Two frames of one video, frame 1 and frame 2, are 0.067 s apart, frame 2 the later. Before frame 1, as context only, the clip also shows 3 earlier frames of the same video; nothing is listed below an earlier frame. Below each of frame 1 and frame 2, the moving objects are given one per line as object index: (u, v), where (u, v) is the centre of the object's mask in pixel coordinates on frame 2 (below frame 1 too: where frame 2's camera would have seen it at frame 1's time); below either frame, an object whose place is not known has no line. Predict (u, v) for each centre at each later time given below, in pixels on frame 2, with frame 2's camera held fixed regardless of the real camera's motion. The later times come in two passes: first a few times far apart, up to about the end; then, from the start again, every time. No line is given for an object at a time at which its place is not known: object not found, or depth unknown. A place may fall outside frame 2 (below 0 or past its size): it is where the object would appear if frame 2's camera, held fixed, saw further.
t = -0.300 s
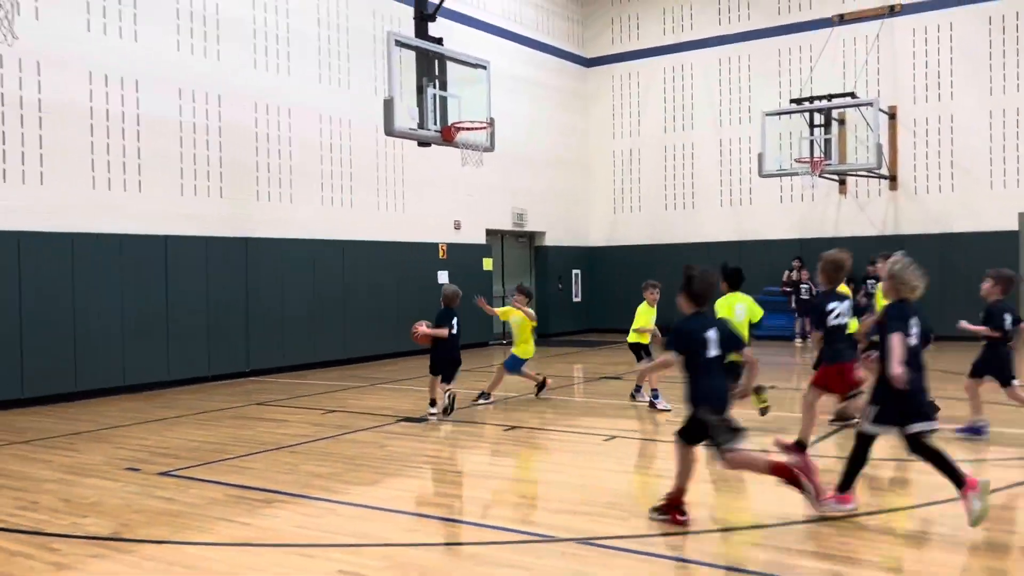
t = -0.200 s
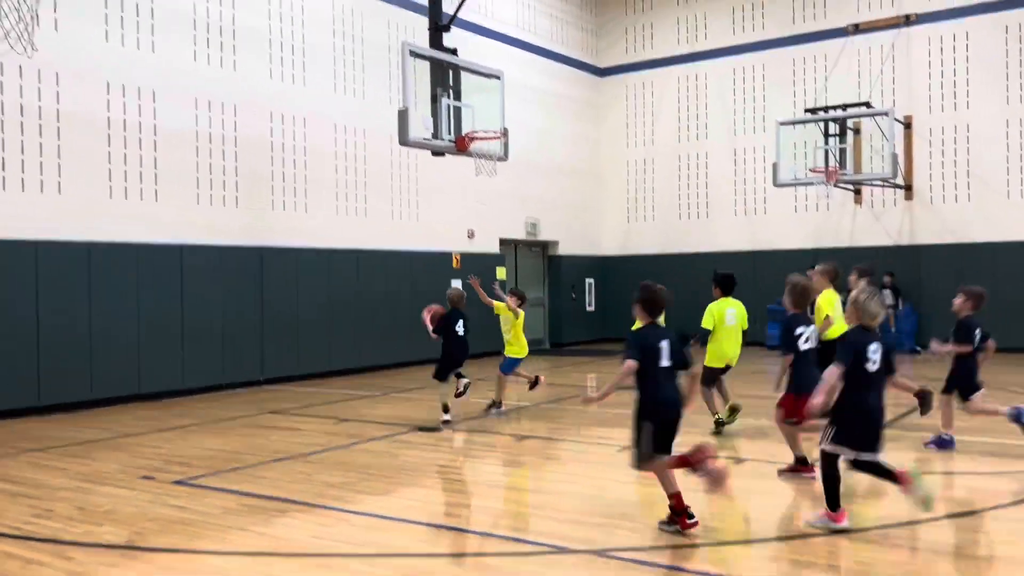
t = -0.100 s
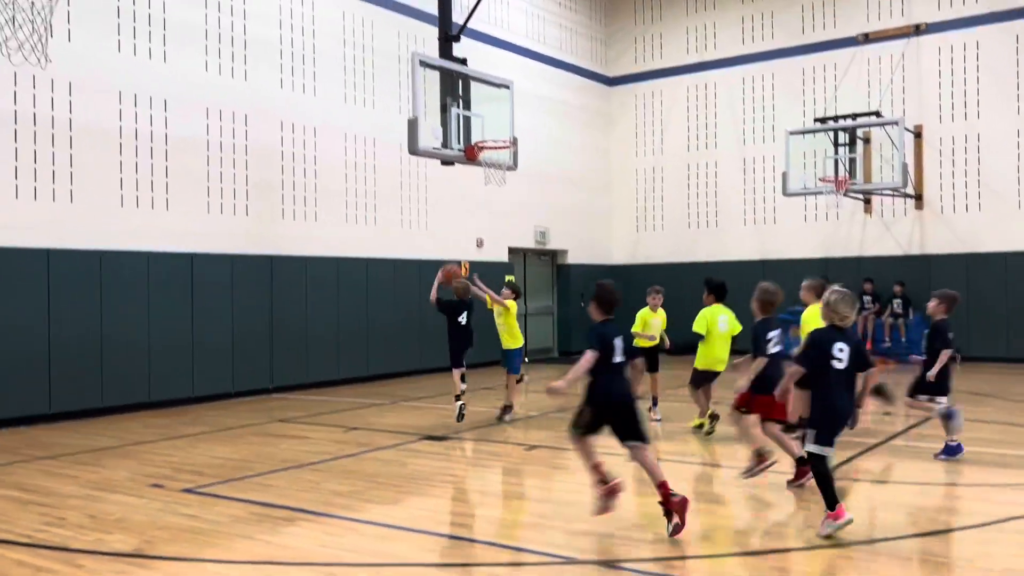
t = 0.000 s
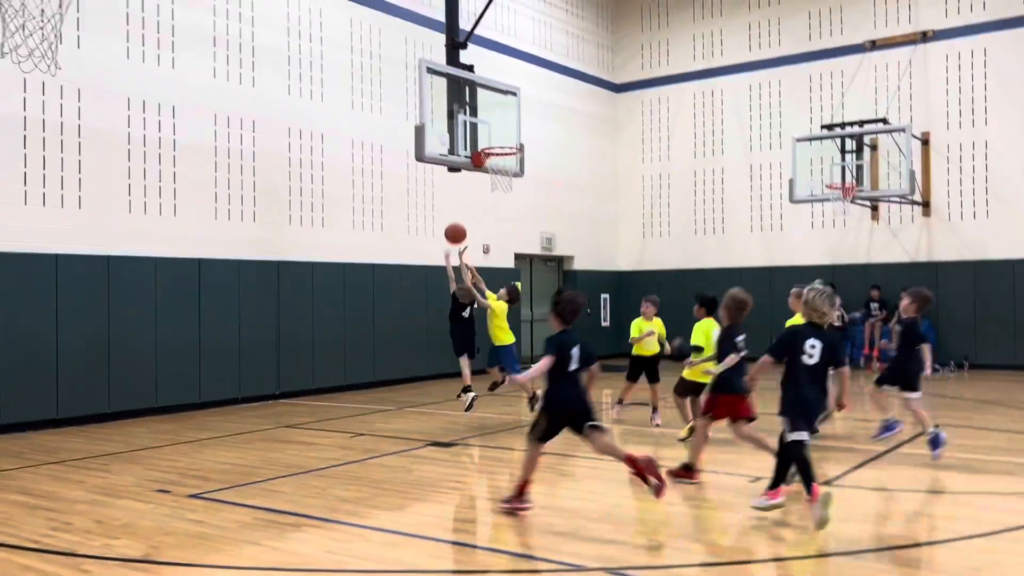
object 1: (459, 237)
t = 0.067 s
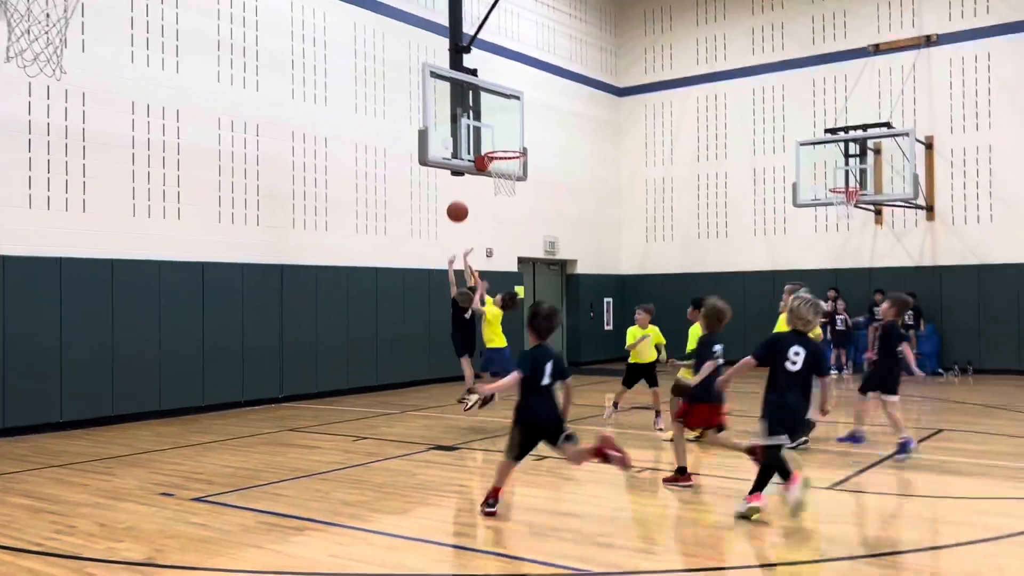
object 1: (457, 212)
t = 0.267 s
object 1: (455, 164)
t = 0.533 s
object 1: (484, 181)
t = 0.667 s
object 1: (499, 213)
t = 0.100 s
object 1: (457, 201)
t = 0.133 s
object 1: (456, 191)
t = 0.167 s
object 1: (456, 182)
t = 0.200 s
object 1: (455, 175)
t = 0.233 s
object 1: (455, 169)
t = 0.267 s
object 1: (455, 164)
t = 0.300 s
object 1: (458, 163)
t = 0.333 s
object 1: (462, 162)
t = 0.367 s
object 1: (465, 163)
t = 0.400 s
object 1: (469, 164)
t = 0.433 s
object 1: (473, 167)
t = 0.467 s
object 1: (476, 170)
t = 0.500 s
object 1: (480, 175)
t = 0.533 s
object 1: (484, 181)
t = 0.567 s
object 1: (488, 188)
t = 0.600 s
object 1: (491, 195)
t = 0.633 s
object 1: (495, 204)
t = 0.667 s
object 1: (499, 213)
